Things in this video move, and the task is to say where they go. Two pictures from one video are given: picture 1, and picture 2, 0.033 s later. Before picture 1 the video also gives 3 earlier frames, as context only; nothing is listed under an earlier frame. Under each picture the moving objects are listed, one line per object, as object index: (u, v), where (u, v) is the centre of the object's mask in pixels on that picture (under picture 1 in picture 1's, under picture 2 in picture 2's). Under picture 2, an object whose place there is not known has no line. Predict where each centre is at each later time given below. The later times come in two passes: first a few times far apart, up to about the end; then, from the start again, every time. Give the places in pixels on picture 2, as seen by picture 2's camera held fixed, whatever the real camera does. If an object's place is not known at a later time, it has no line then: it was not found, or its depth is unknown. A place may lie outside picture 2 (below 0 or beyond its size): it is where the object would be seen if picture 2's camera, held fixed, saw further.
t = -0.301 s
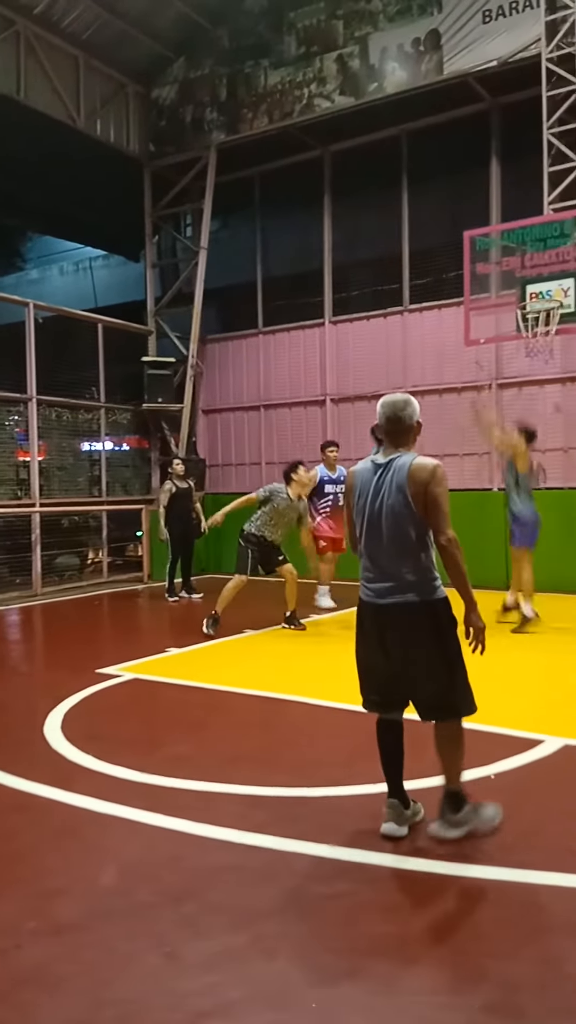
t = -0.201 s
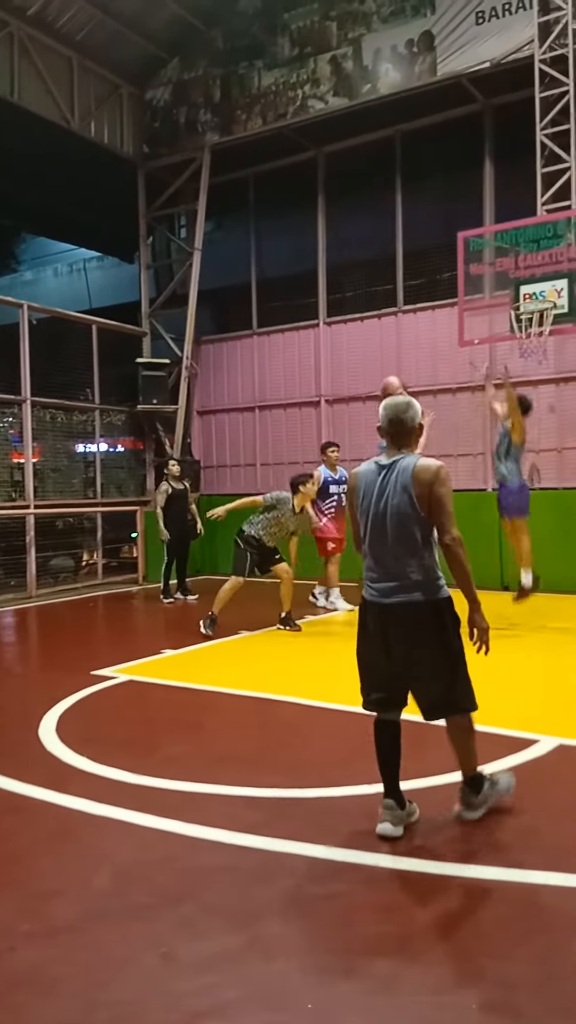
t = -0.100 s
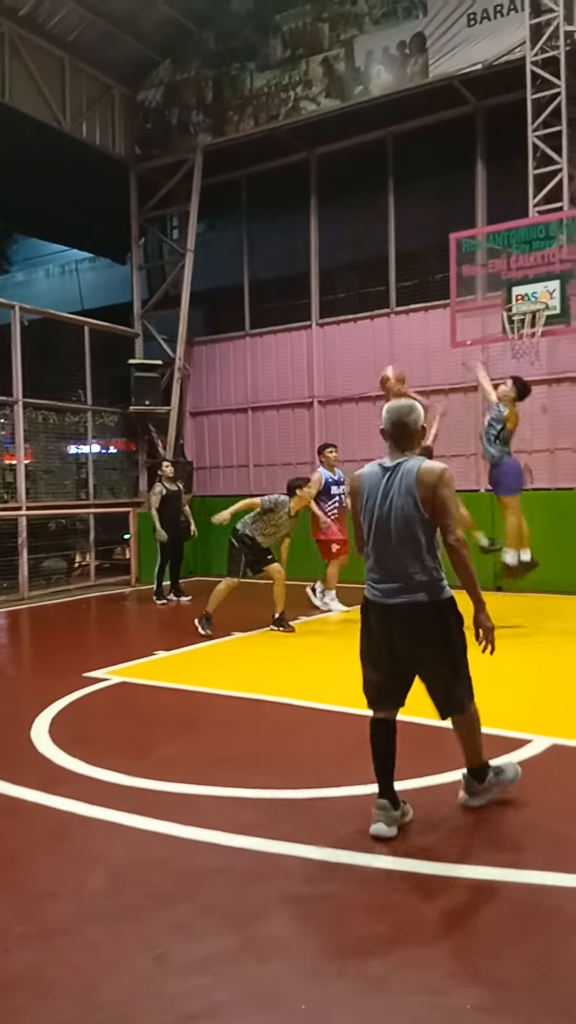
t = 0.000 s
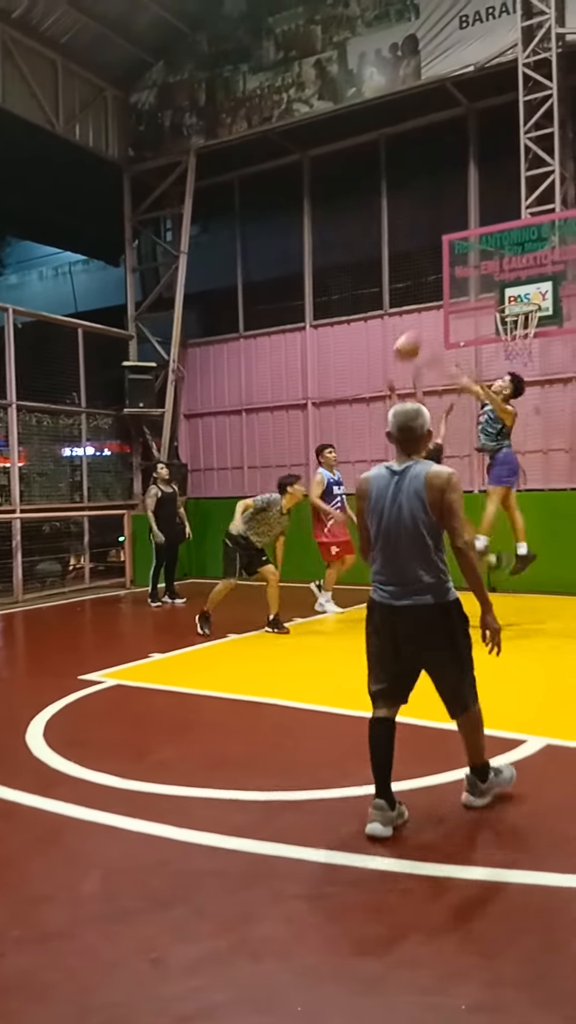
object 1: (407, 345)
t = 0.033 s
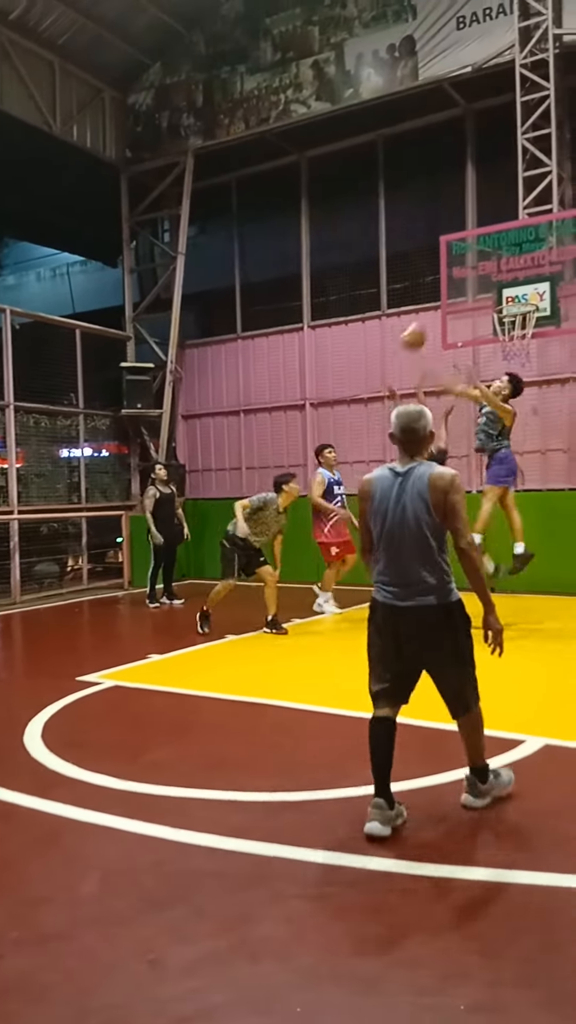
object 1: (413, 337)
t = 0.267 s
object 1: (471, 293)
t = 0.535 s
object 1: (516, 300)
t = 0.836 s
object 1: (500, 293)
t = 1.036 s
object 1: (493, 299)
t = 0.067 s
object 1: (423, 327)
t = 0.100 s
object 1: (430, 317)
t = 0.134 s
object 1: (438, 310)
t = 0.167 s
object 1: (447, 304)
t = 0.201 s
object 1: (455, 299)
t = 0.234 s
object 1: (463, 295)
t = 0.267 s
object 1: (471, 293)
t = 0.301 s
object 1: (480, 292)
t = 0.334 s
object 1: (488, 291)
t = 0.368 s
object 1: (495, 291)
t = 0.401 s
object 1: (501, 293)
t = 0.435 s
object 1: (506, 295)
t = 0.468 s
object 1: (517, 301)
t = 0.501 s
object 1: (516, 301)
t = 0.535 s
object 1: (516, 300)
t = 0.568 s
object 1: (515, 299)
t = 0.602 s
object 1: (516, 299)
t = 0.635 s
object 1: (514, 296)
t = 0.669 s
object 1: (511, 294)
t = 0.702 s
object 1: (509, 292)
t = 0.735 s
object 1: (507, 290)
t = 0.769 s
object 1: (505, 291)
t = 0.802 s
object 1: (502, 291)
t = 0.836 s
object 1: (500, 293)
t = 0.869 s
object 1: (498, 295)
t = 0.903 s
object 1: (496, 298)
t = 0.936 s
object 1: (495, 299)
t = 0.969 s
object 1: (494, 299)
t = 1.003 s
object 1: (493, 299)
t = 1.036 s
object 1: (493, 299)
